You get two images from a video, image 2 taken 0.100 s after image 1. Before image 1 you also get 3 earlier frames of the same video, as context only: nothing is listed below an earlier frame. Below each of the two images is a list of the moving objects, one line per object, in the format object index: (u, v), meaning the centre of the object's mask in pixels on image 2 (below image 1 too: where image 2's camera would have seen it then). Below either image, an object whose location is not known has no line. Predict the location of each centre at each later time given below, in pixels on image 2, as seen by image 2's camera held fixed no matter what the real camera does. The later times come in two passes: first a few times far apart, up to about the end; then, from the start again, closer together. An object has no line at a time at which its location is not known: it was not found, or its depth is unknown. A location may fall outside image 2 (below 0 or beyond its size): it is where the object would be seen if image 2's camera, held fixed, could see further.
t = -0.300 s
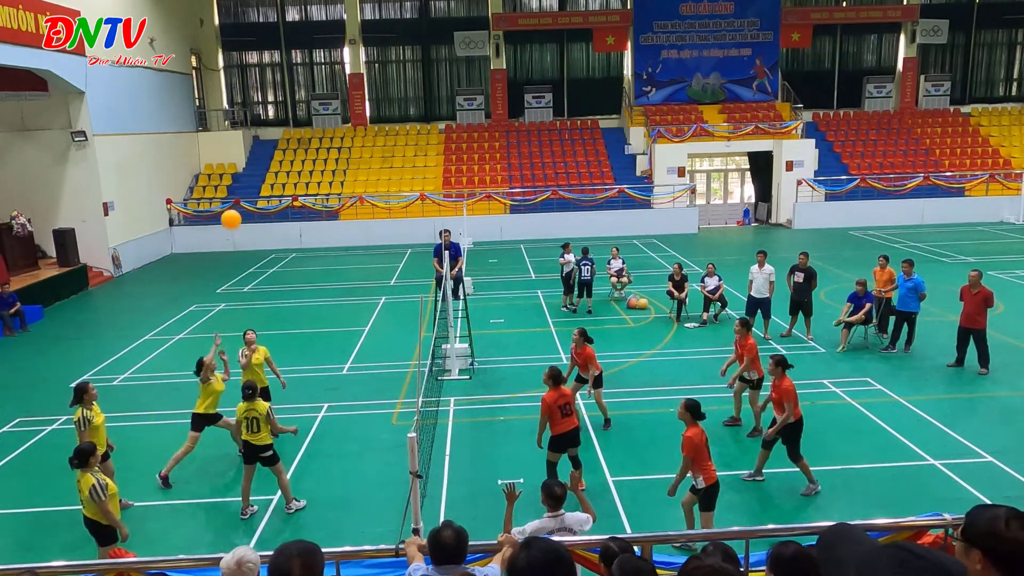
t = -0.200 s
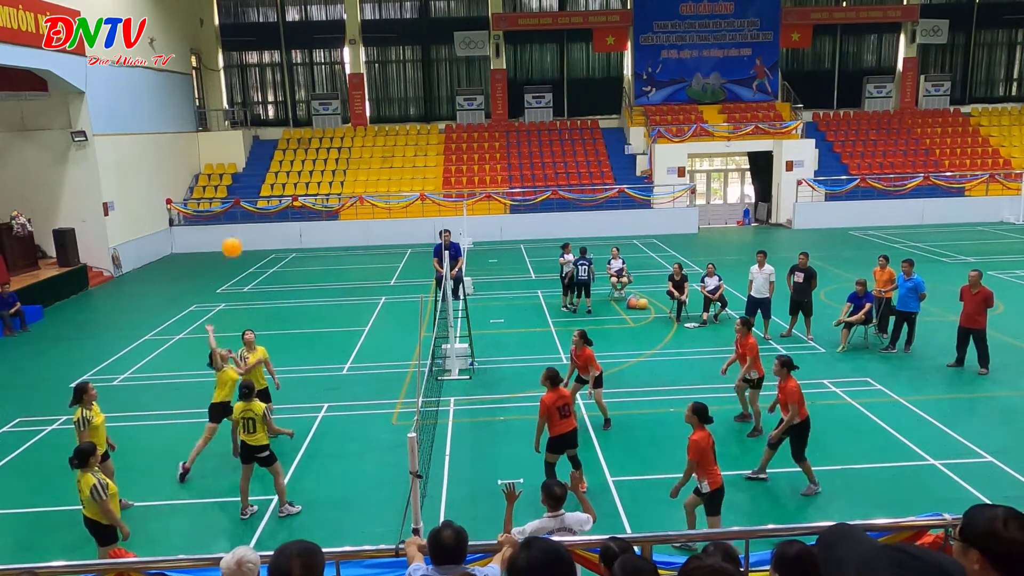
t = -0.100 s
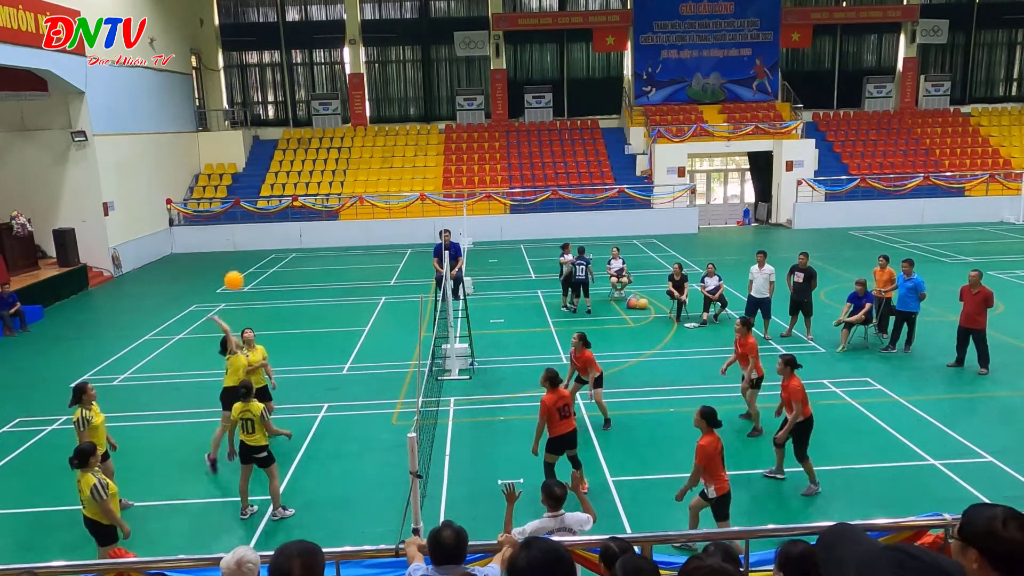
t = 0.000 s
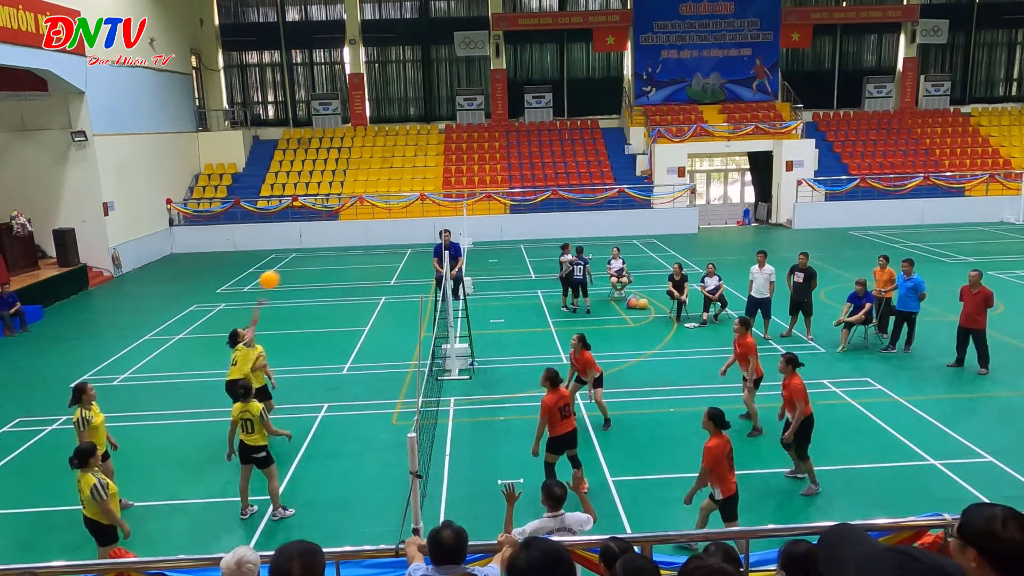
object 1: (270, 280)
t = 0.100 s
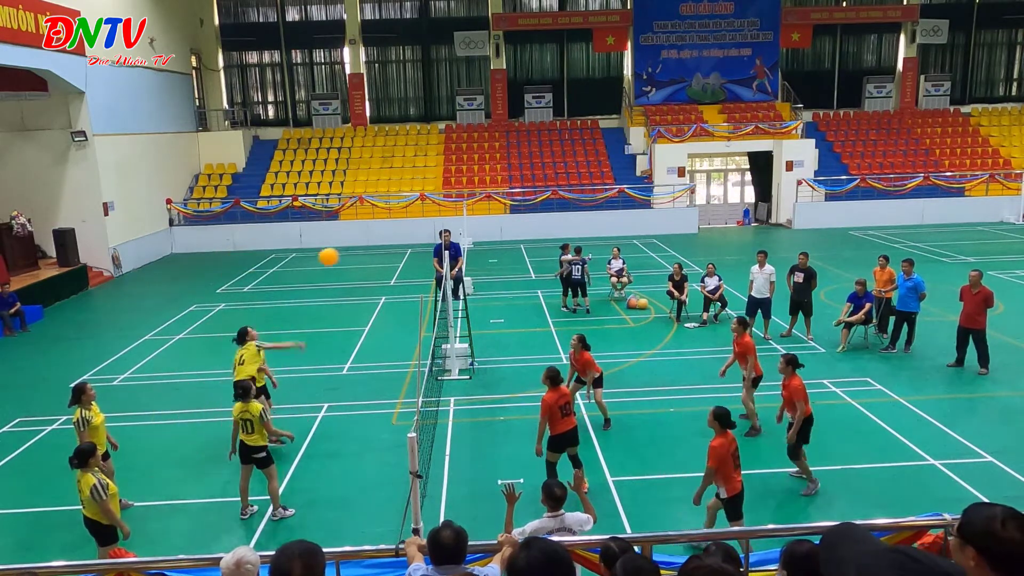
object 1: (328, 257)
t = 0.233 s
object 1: (401, 241)
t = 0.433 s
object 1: (498, 242)
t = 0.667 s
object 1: (594, 274)
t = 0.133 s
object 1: (347, 252)
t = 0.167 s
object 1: (366, 247)
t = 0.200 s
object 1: (384, 244)
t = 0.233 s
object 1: (401, 241)
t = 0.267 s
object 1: (418, 240)
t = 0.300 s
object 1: (434, 238)
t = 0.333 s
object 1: (451, 239)
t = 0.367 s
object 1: (468, 239)
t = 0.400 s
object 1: (483, 240)
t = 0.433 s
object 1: (498, 242)
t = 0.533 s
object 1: (541, 252)
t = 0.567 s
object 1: (554, 256)
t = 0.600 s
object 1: (567, 262)
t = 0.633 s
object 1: (581, 268)
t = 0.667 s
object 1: (594, 274)
